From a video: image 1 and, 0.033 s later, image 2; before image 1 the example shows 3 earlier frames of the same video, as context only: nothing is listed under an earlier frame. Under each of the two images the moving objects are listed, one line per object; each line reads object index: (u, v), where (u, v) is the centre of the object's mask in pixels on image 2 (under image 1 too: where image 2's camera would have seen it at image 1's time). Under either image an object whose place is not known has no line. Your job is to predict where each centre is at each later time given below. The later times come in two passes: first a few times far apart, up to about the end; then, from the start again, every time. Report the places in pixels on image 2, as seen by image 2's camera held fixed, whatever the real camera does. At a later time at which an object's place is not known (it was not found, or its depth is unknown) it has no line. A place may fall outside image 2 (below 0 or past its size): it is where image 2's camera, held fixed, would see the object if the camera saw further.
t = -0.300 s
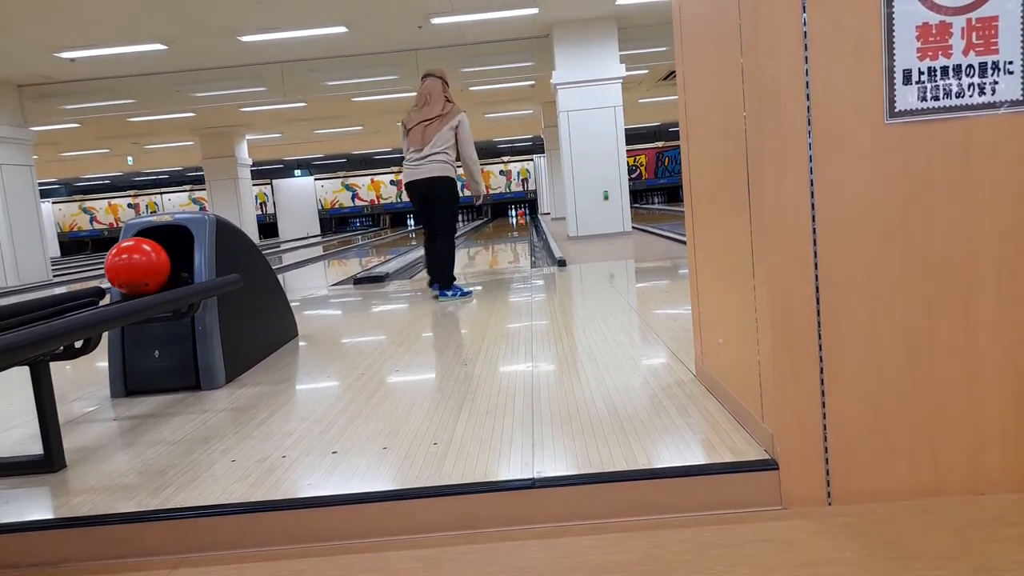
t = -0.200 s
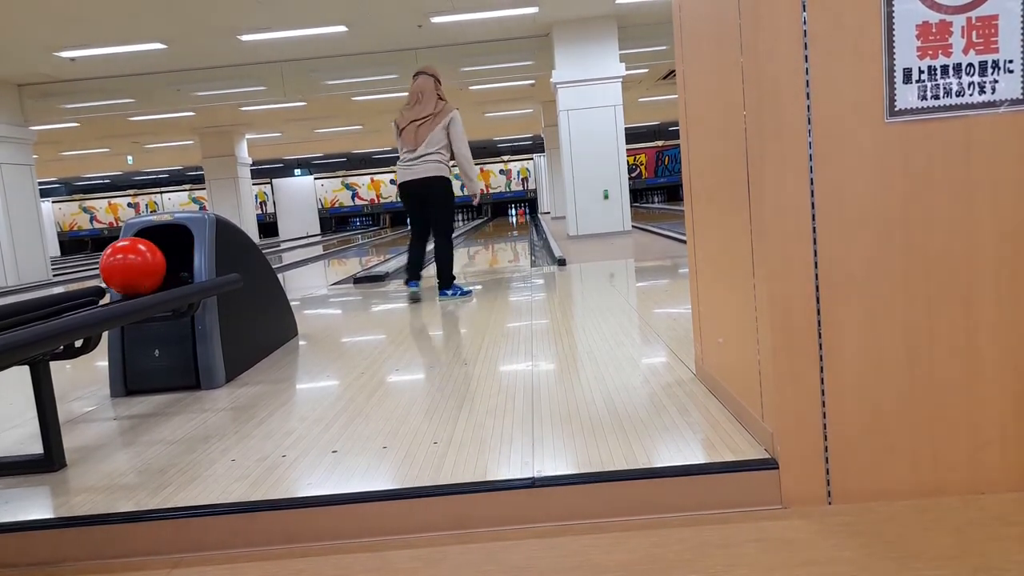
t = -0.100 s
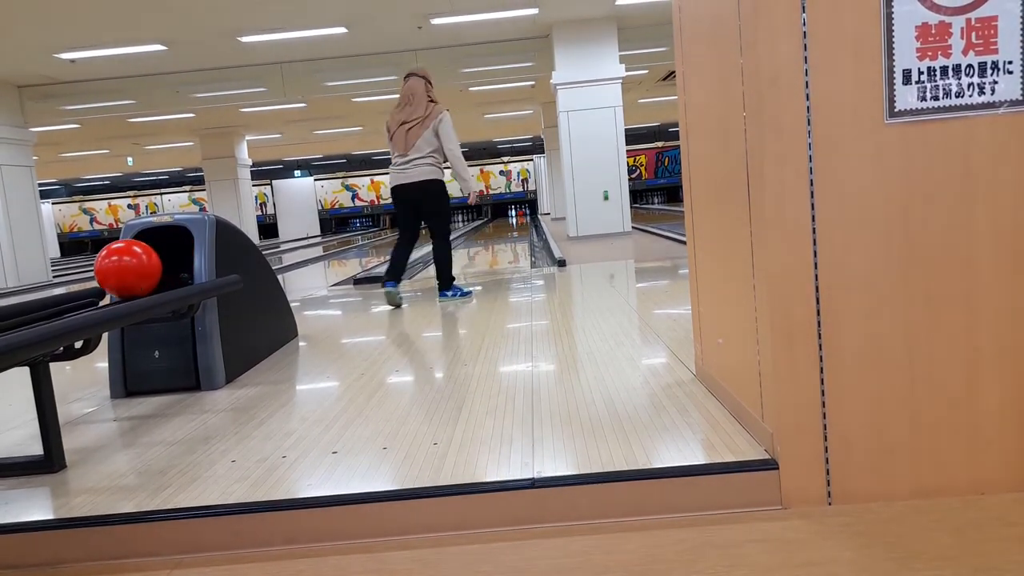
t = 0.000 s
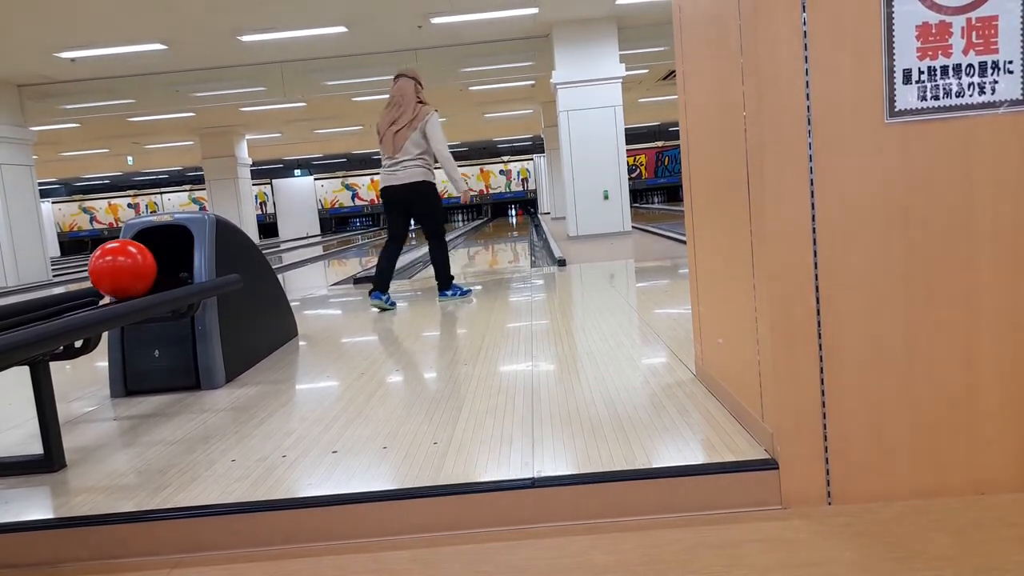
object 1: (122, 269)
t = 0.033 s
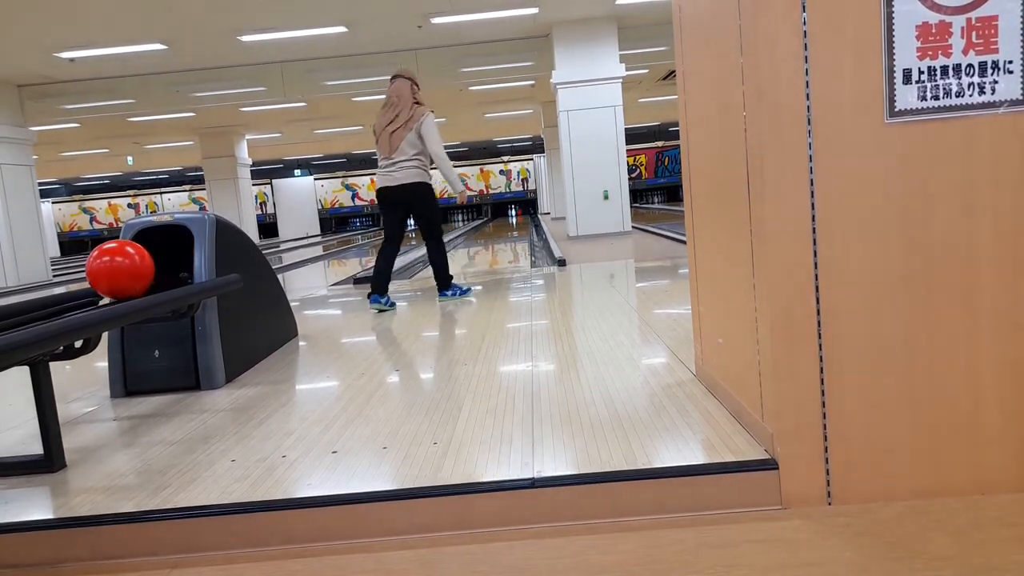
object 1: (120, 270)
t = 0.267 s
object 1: (107, 272)
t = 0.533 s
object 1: (89, 276)
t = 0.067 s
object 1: (118, 270)
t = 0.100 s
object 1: (116, 271)
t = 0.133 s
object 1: (115, 271)
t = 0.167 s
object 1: (114, 271)
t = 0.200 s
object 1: (112, 272)
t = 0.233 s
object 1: (110, 272)
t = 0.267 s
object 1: (107, 272)
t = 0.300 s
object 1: (104, 273)
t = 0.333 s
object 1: (102, 274)
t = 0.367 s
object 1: (100, 274)
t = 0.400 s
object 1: (99, 275)
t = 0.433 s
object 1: (97, 275)
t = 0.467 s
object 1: (95, 275)
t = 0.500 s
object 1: (93, 275)
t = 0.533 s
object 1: (89, 276)
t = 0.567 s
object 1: (87, 277)
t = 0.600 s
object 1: (85, 277)
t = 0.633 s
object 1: (82, 278)
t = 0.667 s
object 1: (80, 278)
